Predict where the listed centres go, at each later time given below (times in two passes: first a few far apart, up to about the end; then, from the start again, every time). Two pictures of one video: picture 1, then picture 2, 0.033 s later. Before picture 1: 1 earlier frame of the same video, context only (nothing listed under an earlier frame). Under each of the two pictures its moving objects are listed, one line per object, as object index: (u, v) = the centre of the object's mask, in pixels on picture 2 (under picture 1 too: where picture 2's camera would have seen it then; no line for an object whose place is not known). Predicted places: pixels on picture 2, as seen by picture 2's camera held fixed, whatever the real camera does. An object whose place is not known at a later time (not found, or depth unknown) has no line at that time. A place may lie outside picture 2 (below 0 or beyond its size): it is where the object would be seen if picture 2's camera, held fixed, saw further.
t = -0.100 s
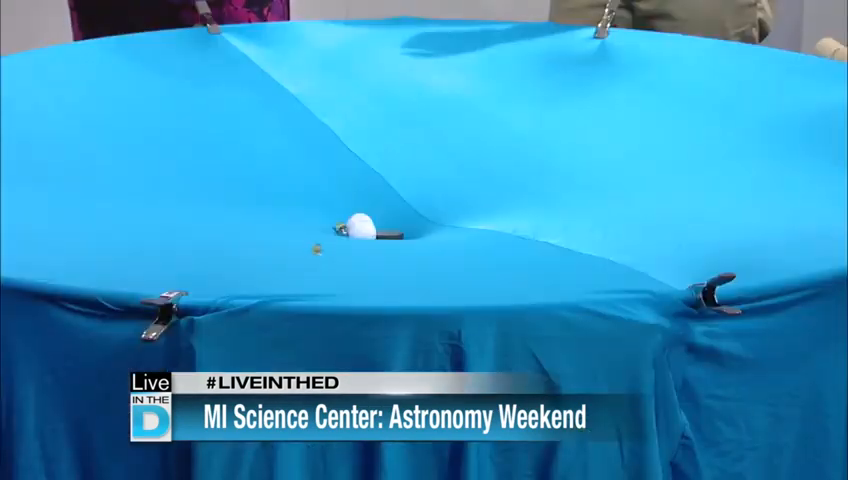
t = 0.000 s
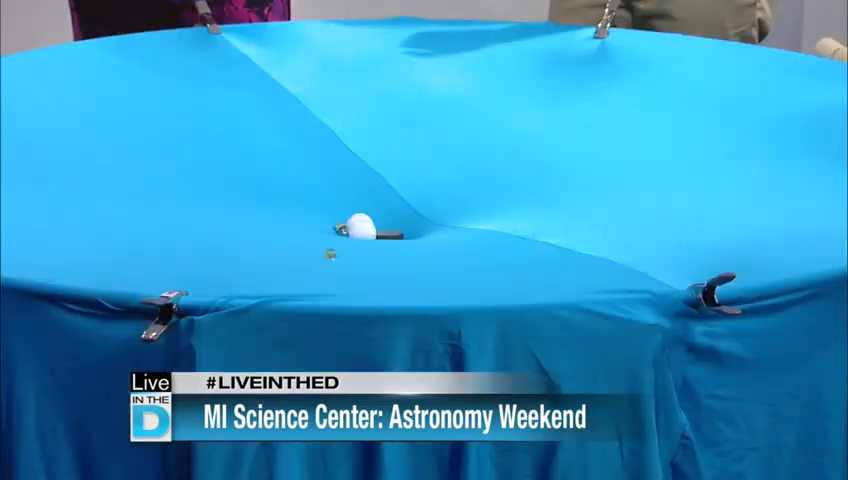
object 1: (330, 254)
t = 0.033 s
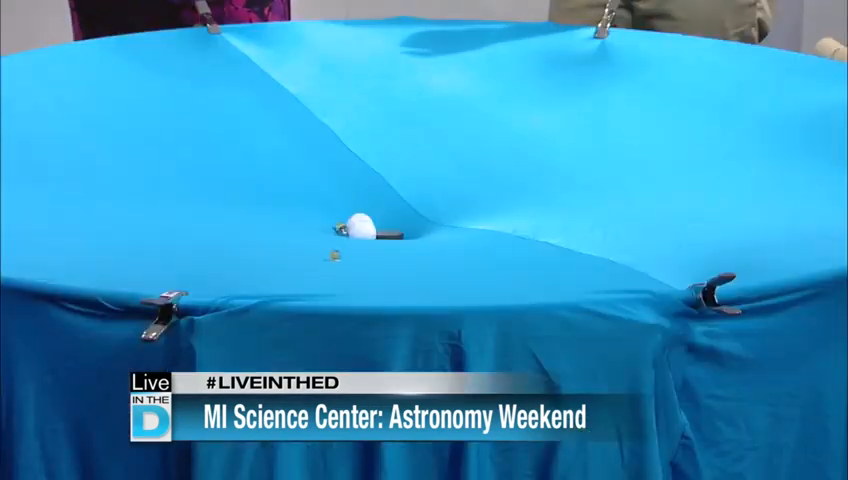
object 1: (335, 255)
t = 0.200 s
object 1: (359, 260)
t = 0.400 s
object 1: (388, 262)
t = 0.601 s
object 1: (413, 259)
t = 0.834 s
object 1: (438, 250)
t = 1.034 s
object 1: (453, 241)
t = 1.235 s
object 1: (458, 230)
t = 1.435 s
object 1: (426, 207)
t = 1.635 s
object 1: (350, 168)
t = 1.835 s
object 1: (279, 147)
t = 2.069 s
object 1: (217, 136)
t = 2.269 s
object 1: (181, 139)
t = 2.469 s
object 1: (165, 149)
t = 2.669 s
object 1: (168, 166)
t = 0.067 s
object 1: (340, 256)
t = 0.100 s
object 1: (344, 257)
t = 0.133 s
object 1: (349, 258)
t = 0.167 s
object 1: (355, 259)
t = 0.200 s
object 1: (359, 260)
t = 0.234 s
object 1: (364, 261)
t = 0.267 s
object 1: (369, 261)
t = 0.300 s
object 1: (374, 262)
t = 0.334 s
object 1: (379, 262)
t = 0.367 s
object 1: (383, 262)
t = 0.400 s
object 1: (388, 262)
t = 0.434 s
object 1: (392, 262)
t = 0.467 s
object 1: (396, 262)
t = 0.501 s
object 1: (401, 261)
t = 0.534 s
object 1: (405, 261)
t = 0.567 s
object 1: (409, 260)
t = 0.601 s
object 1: (413, 259)
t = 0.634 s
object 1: (417, 258)
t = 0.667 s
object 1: (421, 257)
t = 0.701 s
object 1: (424, 256)
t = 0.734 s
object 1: (428, 255)
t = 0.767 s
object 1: (432, 253)
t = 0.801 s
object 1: (435, 252)
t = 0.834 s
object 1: (438, 250)
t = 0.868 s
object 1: (441, 249)
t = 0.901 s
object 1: (444, 247)
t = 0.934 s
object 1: (446, 246)
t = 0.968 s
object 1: (449, 244)
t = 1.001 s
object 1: (451, 242)
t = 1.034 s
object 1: (453, 241)
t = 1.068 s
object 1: (455, 239)
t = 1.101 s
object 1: (457, 237)
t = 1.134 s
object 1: (458, 235)
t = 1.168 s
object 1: (458, 233)
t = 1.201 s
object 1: (458, 231)
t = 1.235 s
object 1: (458, 230)
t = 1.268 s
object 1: (457, 228)
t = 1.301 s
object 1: (455, 226)
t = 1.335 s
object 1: (451, 222)
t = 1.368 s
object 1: (444, 219)
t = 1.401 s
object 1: (436, 213)
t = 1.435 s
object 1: (426, 207)
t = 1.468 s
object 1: (414, 199)
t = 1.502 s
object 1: (402, 192)
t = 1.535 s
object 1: (388, 185)
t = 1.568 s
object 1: (376, 179)
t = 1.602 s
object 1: (363, 173)
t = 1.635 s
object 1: (350, 168)
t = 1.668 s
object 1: (337, 164)
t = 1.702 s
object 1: (325, 160)
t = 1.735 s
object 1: (313, 156)
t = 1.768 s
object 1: (301, 153)
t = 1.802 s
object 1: (290, 149)
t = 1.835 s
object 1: (279, 147)
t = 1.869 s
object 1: (269, 144)
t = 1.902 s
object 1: (259, 141)
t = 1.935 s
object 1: (250, 140)
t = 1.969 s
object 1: (241, 139)
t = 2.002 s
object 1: (232, 138)
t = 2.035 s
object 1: (224, 137)
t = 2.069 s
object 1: (217, 136)
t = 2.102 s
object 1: (210, 136)
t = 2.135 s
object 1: (203, 136)
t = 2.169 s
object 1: (197, 137)
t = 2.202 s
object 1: (192, 137)
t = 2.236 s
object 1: (187, 138)
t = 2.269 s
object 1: (181, 139)
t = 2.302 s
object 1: (178, 140)
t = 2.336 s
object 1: (174, 142)
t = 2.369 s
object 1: (171, 143)
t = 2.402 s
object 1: (169, 145)
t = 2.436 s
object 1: (167, 147)
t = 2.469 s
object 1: (165, 149)
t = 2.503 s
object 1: (164, 152)
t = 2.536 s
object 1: (164, 154)
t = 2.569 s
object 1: (164, 157)
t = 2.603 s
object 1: (165, 160)
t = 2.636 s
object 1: (166, 163)
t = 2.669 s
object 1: (168, 166)
